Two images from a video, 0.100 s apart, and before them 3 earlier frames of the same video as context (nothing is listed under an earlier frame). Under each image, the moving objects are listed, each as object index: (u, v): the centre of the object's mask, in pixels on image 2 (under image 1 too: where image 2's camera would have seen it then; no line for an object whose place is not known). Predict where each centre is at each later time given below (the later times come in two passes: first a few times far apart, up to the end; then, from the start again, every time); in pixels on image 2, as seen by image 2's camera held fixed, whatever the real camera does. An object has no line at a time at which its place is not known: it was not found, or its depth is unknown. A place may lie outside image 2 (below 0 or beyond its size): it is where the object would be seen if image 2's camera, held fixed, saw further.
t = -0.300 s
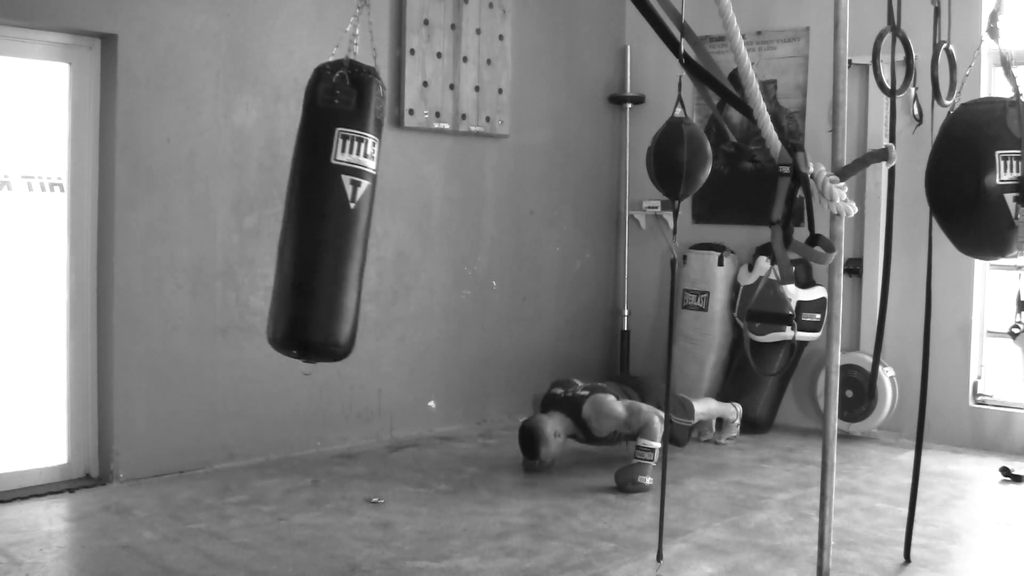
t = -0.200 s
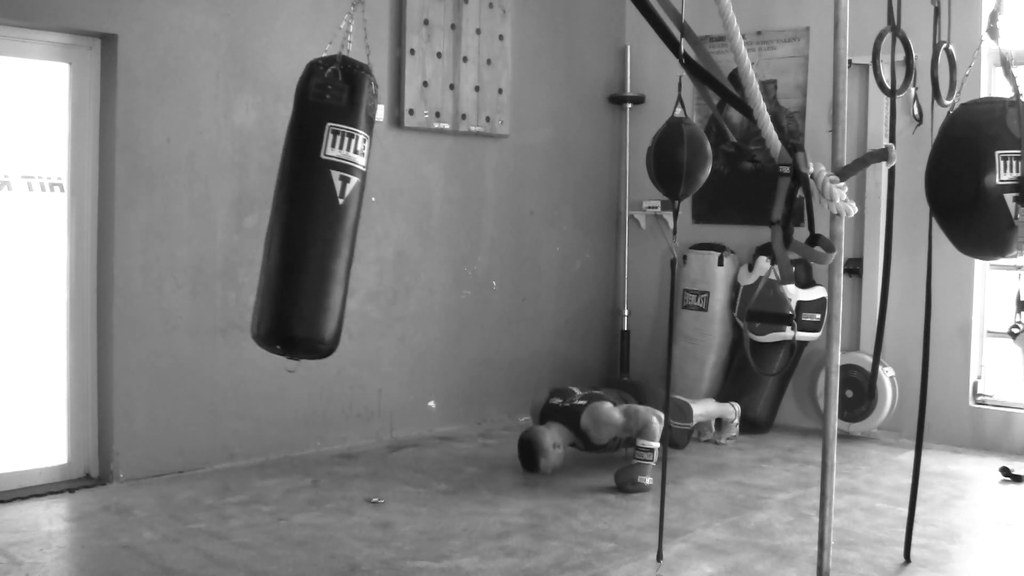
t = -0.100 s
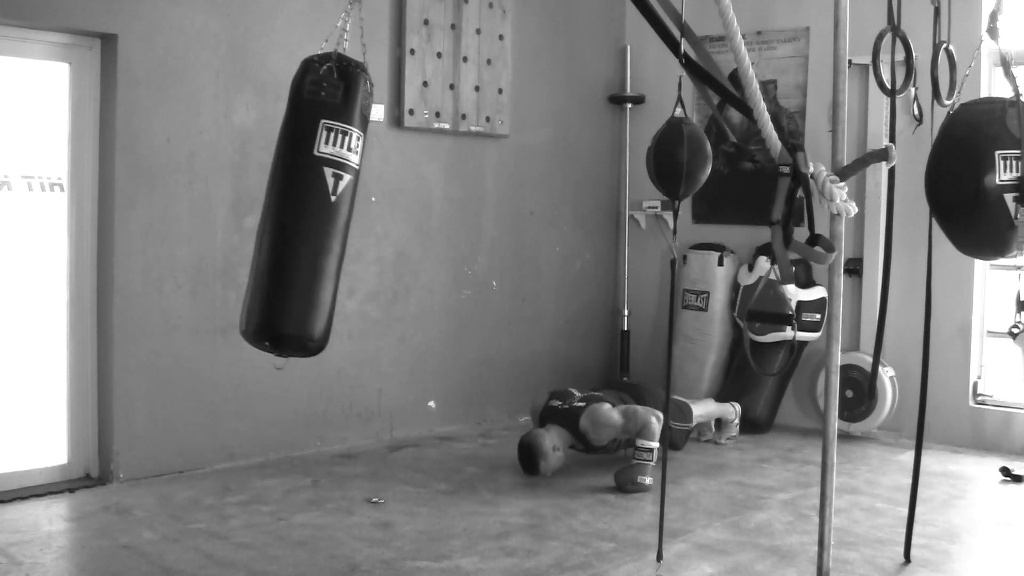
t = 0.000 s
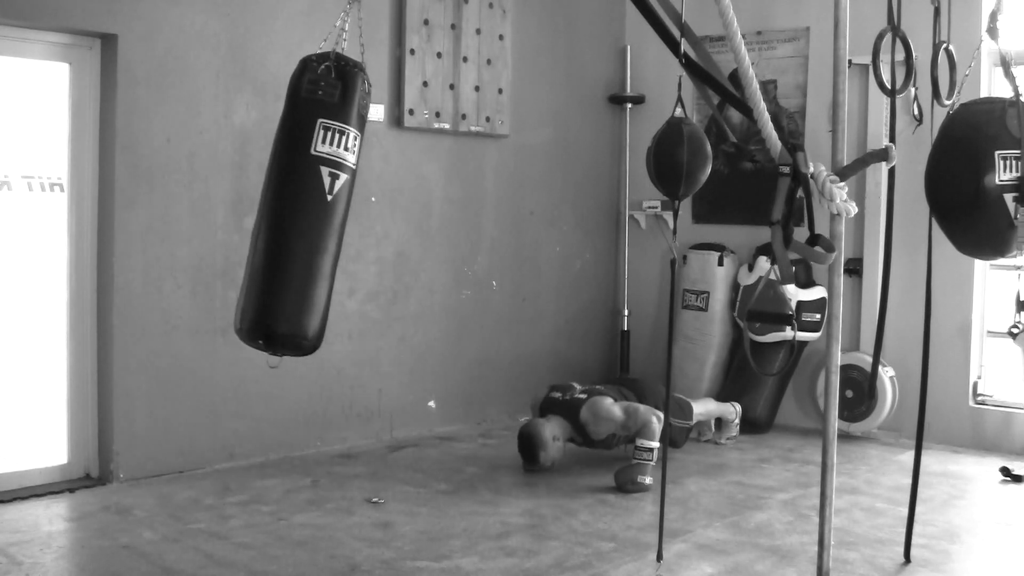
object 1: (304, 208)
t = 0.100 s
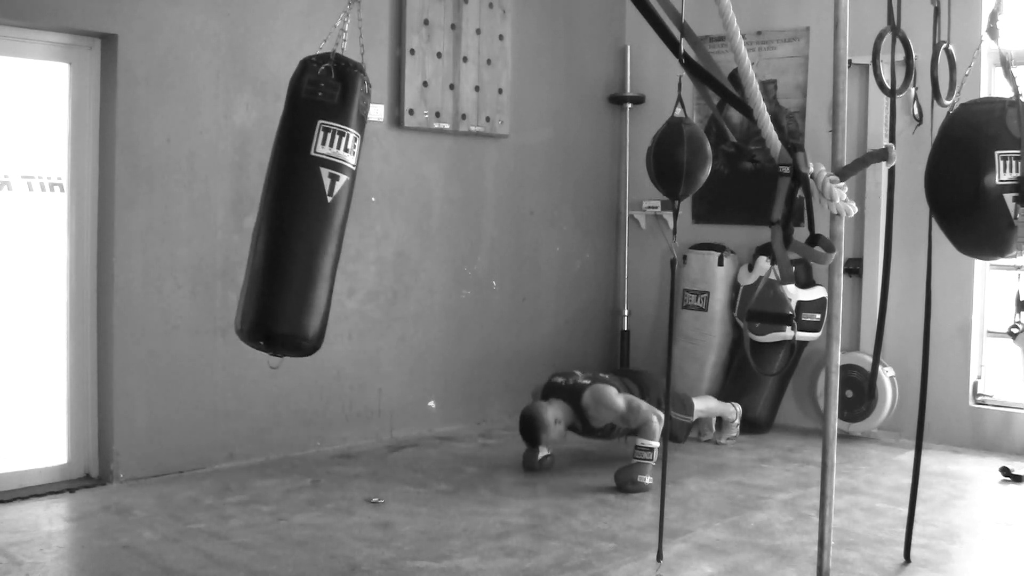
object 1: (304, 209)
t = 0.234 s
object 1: (311, 212)
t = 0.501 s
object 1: (345, 220)
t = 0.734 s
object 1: (382, 219)
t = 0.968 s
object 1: (416, 213)
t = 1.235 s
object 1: (437, 206)
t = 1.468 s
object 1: (438, 208)
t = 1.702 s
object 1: (421, 216)
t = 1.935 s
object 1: (389, 222)
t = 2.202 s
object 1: (344, 219)
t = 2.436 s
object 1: (314, 212)
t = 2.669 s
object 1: (303, 208)
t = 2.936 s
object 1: (319, 215)
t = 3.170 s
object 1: (352, 221)
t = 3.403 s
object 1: (390, 219)
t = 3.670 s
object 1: (425, 211)
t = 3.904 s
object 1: (440, 206)
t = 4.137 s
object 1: (437, 210)
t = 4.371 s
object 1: (416, 218)
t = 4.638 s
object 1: (376, 222)
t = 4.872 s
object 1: (336, 218)
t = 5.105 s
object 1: (309, 211)
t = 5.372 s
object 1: (303, 210)
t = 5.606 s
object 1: (324, 217)
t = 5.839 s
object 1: (360, 222)
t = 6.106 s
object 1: (403, 217)
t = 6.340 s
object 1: (431, 210)
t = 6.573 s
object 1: (442, 207)
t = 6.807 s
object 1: (435, 212)
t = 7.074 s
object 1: (406, 220)
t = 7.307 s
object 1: (367, 222)
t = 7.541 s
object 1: (329, 216)
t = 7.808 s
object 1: (302, 210)
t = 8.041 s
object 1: (305, 212)
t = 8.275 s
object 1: (330, 218)
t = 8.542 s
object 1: (374, 222)
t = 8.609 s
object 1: (385, 220)
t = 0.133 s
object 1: (305, 209)
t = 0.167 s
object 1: (307, 210)
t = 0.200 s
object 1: (309, 211)
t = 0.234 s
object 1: (311, 212)
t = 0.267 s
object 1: (315, 213)
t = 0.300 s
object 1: (318, 214)
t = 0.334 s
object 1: (321, 215)
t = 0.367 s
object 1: (326, 216)
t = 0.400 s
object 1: (330, 217)
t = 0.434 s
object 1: (335, 218)
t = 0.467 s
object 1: (340, 219)
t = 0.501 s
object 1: (345, 220)
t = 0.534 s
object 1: (350, 220)
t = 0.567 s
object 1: (355, 221)
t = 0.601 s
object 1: (360, 221)
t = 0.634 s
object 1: (366, 221)
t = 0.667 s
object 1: (372, 220)
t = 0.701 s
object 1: (377, 220)
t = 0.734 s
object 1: (382, 219)
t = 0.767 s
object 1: (388, 219)
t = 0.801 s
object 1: (393, 218)
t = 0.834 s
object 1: (398, 217)
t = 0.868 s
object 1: (403, 216)
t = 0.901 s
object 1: (407, 215)
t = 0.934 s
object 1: (411, 214)
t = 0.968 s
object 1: (416, 213)
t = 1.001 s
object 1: (419, 211)
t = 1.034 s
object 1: (423, 210)
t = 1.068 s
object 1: (426, 209)
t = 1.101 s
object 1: (429, 208)
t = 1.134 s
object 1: (432, 207)
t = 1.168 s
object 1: (434, 207)
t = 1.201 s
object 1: (436, 206)
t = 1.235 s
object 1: (437, 206)
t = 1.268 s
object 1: (439, 206)
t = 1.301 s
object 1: (440, 206)
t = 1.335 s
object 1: (440, 206)
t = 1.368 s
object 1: (440, 206)
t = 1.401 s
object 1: (440, 207)
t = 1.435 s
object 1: (439, 208)
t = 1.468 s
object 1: (438, 208)
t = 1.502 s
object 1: (437, 209)
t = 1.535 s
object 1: (436, 210)
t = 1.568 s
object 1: (433, 211)
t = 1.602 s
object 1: (431, 213)
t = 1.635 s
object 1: (428, 214)
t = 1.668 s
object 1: (425, 215)
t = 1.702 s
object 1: (421, 216)
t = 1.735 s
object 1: (418, 217)
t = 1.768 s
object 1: (414, 218)
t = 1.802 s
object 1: (409, 219)
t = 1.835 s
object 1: (404, 220)
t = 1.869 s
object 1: (399, 221)
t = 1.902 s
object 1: (394, 221)
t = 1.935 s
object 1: (389, 222)
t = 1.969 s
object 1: (384, 222)
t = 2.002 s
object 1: (378, 222)
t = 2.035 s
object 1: (373, 222)
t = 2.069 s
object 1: (367, 222)
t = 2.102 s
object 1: (361, 221)
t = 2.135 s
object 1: (355, 221)
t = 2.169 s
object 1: (350, 220)
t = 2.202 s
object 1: (344, 219)
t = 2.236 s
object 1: (339, 218)
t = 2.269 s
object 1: (334, 217)
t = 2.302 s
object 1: (330, 216)
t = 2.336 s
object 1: (325, 214)
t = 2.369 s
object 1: (321, 213)
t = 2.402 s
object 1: (317, 212)
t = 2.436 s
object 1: (314, 212)
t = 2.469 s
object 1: (311, 210)
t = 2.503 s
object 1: (308, 210)
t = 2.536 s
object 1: (306, 209)
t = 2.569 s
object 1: (304, 209)
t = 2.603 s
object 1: (303, 209)
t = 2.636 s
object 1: (303, 208)
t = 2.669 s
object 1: (303, 208)
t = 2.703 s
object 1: (303, 209)
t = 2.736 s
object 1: (304, 209)
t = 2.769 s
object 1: (305, 210)
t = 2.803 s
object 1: (307, 211)
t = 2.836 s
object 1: (309, 212)
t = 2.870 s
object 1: (312, 213)
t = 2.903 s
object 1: (315, 214)
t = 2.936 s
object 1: (319, 215)
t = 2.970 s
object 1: (323, 216)
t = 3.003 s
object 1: (327, 217)
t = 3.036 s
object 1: (331, 218)
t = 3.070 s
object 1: (336, 218)
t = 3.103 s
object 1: (341, 219)
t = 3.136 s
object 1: (347, 220)
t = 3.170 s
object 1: (352, 221)
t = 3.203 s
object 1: (358, 221)
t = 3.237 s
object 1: (363, 221)
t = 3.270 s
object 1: (368, 221)
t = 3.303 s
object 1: (374, 220)
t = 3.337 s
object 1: (380, 220)
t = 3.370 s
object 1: (385, 219)
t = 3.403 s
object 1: (390, 219)
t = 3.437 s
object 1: (396, 218)
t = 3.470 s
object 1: (401, 217)
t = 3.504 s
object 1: (405, 216)
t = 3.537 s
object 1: (410, 215)
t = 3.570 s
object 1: (414, 214)
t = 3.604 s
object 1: (418, 213)
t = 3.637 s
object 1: (422, 212)
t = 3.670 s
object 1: (425, 211)
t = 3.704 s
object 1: (429, 209)
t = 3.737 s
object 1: (431, 208)
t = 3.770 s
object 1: (434, 208)
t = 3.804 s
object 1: (436, 207)
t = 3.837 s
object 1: (438, 207)
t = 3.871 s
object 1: (439, 206)
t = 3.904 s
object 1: (440, 206)
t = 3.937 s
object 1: (441, 206)
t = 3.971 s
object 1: (441, 206)
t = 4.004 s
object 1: (441, 208)
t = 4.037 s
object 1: (441, 208)
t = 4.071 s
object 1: (440, 209)
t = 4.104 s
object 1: (439, 209)
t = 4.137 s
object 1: (437, 210)
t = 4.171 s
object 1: (436, 211)
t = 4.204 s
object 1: (433, 212)
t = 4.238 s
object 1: (430, 213)
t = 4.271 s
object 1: (428, 214)
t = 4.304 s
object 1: (424, 215)
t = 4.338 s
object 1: (421, 217)
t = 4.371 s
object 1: (416, 218)
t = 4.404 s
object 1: (412, 219)
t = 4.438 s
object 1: (408, 220)
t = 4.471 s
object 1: (403, 221)
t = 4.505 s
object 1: (398, 222)
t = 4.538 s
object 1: (392, 222)
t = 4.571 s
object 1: (387, 222)
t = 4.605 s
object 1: (381, 222)
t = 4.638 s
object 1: (376, 222)
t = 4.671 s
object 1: (370, 222)
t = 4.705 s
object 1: (364, 222)
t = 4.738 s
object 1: (358, 222)
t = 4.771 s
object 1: (353, 221)
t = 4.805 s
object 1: (347, 220)
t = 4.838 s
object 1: (342, 219)
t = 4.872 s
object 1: (336, 218)
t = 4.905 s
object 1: (331, 217)
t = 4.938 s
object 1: (327, 215)
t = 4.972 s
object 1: (322, 214)
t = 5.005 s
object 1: (318, 214)
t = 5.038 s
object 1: (315, 212)
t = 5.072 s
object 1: (311, 212)
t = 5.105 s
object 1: (309, 211)
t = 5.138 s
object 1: (306, 210)
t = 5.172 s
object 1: (304, 210)
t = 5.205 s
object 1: (303, 209)
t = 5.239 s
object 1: (302, 209)
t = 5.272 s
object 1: (302, 209)
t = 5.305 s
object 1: (302, 209)
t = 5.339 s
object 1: (302, 209)
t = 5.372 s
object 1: (303, 210)
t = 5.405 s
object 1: (305, 211)
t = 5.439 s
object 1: (307, 212)
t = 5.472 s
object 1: (310, 212)
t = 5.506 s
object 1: (313, 214)
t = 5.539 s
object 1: (316, 215)
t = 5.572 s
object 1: (320, 215)
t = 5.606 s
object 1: (324, 217)
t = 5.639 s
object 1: (329, 217)
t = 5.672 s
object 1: (333, 218)
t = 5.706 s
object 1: (338, 219)
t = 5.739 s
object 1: (344, 220)
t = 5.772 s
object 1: (349, 221)
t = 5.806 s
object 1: (354, 221)
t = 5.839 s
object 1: (360, 222)
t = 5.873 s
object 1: (366, 222)
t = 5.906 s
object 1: (371, 221)
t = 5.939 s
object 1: (377, 221)
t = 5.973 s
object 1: (382, 220)
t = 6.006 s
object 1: (388, 220)
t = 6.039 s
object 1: (393, 219)
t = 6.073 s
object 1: (398, 218)
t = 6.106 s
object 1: (403, 217)
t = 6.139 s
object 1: (408, 216)
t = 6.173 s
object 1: (413, 215)
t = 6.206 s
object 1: (417, 214)
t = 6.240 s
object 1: (421, 213)
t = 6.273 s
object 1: (425, 212)
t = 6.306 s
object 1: (428, 211)
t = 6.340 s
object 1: (431, 210)
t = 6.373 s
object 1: (434, 209)
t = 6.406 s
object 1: (436, 208)
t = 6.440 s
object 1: (438, 208)
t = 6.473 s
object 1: (439, 207)
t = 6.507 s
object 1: (441, 207)
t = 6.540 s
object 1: (442, 207)
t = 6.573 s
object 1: (442, 207)
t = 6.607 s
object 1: (442, 207)
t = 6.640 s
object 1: (442, 208)
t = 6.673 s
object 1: (442, 209)
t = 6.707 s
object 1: (441, 209)
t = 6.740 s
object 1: (440, 211)
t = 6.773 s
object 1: (438, 211)
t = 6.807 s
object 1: (435, 212)
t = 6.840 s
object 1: (433, 213)
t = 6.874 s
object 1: (430, 214)
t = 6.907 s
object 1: (427, 215)
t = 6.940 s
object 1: (423, 217)
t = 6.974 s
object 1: (419, 218)
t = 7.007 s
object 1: (415, 219)
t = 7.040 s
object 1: (411, 220)
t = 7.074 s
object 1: (406, 220)
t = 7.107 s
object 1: (401, 221)
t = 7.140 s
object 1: (395, 222)
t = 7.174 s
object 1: (390, 222)
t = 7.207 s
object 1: (384, 223)
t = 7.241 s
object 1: (379, 223)
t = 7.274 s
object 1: (373, 222)
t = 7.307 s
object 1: (367, 222)
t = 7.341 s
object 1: (361, 222)
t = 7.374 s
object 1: (355, 221)
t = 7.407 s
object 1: (349, 220)
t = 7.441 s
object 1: (344, 219)
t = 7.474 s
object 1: (338, 218)
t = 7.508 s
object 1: (333, 218)
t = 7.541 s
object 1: (329, 216)
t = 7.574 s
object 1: (324, 215)
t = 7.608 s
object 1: (319, 214)
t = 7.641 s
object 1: (315, 214)
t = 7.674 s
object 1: (312, 212)
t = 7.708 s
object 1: (309, 211)
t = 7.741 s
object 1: (306, 211)
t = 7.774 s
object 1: (304, 210)
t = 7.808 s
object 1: (302, 210)
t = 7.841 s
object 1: (301, 210)
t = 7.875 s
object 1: (301, 210)
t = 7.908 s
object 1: (300, 210)
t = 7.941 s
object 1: (301, 210)
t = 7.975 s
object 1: (302, 210)
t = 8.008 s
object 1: (303, 211)
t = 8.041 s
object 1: (305, 212)
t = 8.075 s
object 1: (307, 213)
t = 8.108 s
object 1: (310, 214)
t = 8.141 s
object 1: (313, 215)
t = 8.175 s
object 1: (317, 216)
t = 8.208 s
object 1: (321, 217)
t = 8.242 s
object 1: (325, 218)
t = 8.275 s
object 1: (330, 218)
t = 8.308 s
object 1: (335, 219)
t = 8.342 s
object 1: (340, 220)
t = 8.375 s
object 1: (346, 221)
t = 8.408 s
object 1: (351, 221)
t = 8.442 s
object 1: (357, 221)
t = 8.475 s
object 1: (363, 222)
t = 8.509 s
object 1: (368, 222)
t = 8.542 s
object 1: (374, 222)
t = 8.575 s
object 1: (380, 221)
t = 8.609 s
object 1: (385, 220)
